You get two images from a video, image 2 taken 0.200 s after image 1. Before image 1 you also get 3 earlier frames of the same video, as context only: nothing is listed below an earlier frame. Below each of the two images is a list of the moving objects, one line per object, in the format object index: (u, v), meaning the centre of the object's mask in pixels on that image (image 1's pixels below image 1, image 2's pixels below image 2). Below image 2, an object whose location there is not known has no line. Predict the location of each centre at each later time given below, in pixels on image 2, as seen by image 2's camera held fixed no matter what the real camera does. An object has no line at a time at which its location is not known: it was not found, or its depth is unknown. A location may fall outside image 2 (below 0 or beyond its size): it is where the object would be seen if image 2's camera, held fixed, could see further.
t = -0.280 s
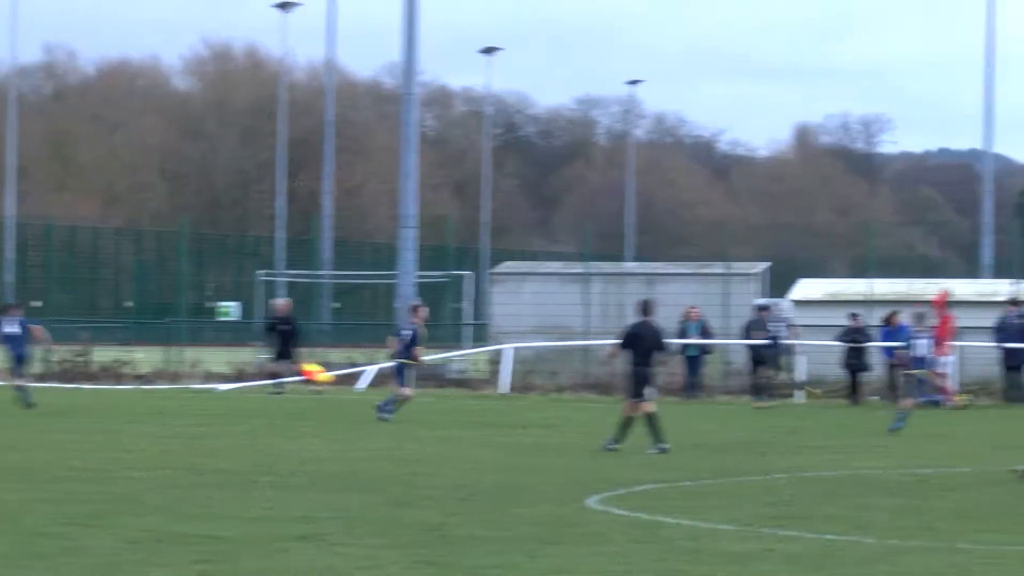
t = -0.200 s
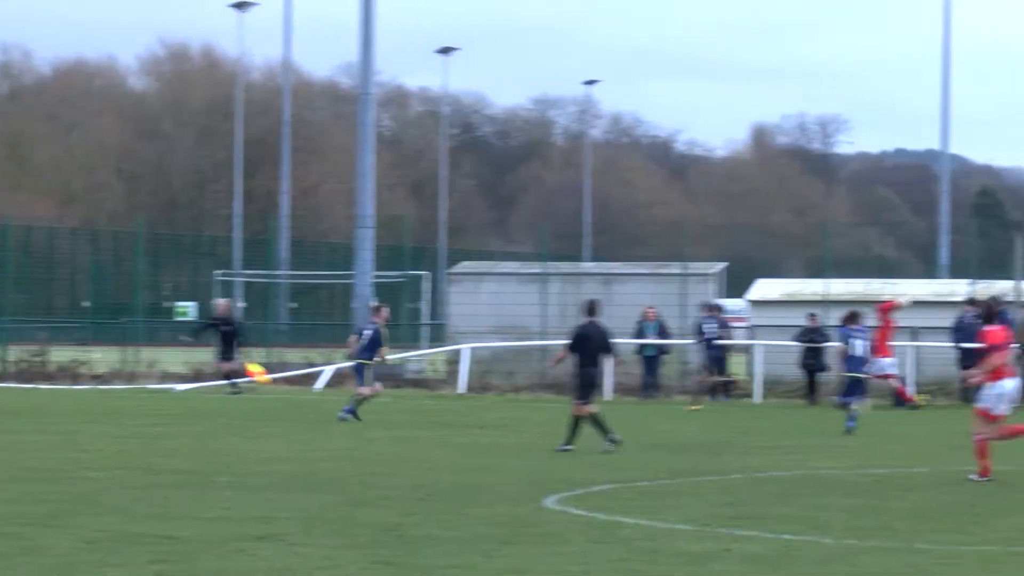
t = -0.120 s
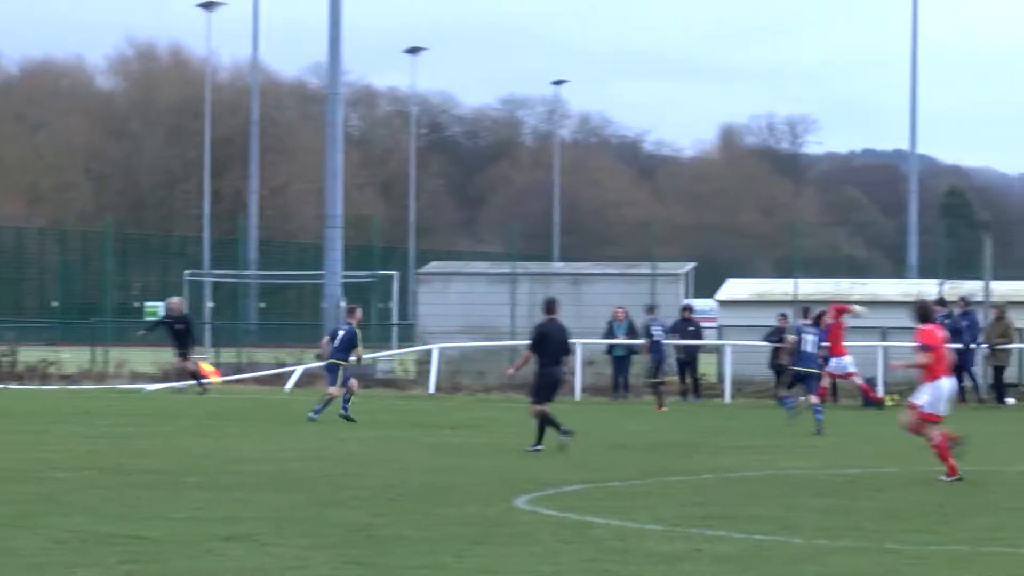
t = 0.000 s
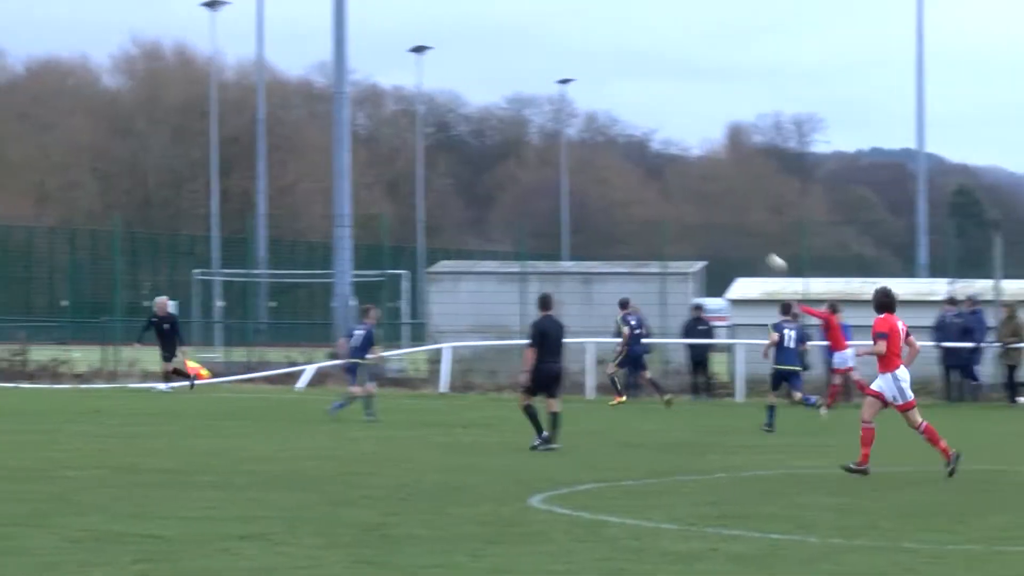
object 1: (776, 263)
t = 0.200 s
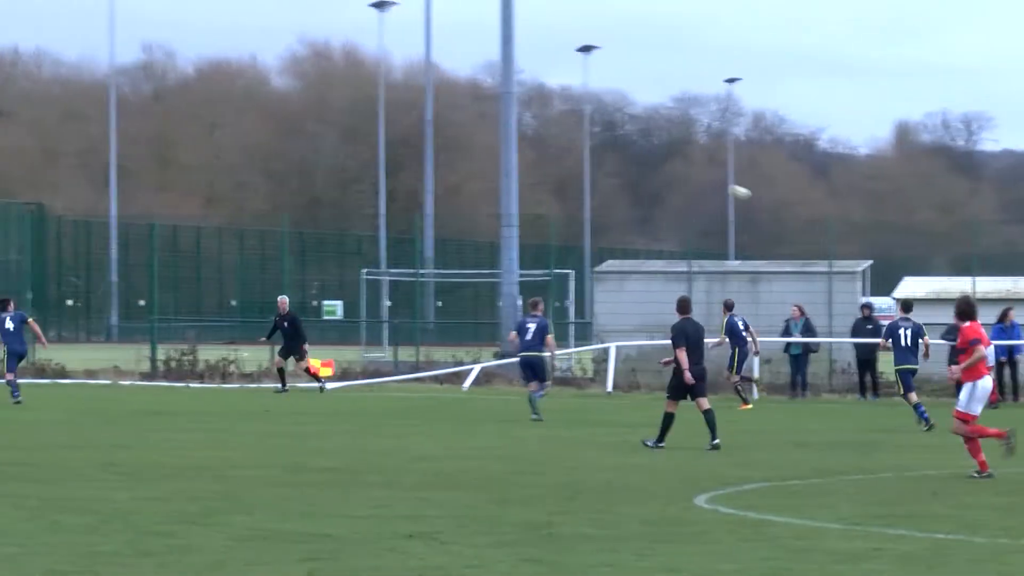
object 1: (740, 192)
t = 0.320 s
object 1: (619, 165)
